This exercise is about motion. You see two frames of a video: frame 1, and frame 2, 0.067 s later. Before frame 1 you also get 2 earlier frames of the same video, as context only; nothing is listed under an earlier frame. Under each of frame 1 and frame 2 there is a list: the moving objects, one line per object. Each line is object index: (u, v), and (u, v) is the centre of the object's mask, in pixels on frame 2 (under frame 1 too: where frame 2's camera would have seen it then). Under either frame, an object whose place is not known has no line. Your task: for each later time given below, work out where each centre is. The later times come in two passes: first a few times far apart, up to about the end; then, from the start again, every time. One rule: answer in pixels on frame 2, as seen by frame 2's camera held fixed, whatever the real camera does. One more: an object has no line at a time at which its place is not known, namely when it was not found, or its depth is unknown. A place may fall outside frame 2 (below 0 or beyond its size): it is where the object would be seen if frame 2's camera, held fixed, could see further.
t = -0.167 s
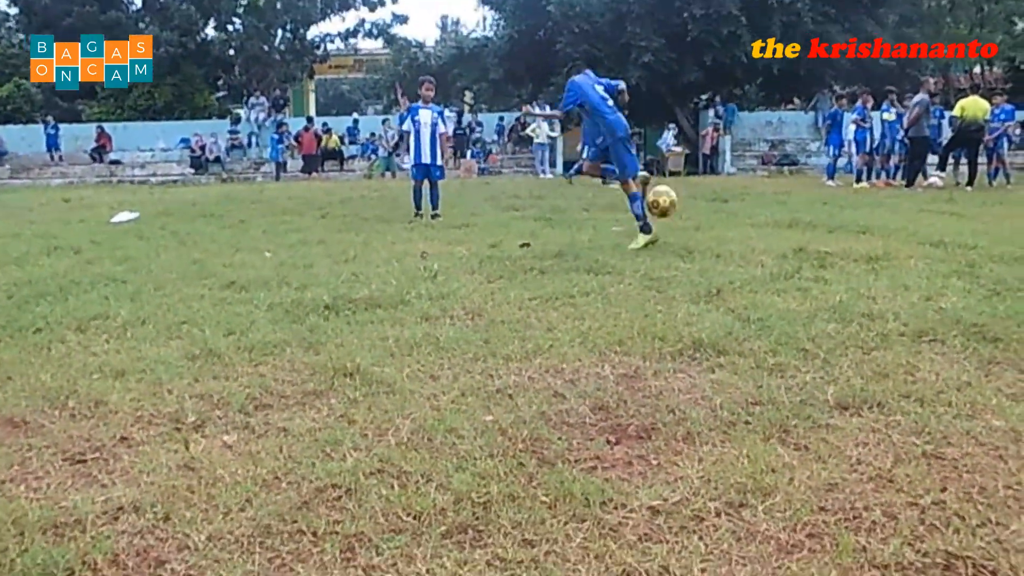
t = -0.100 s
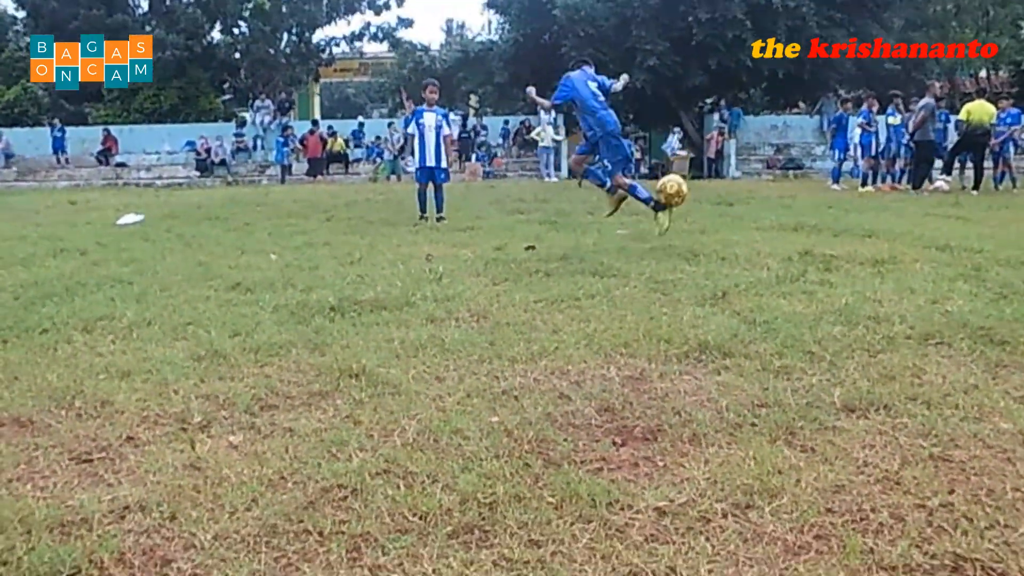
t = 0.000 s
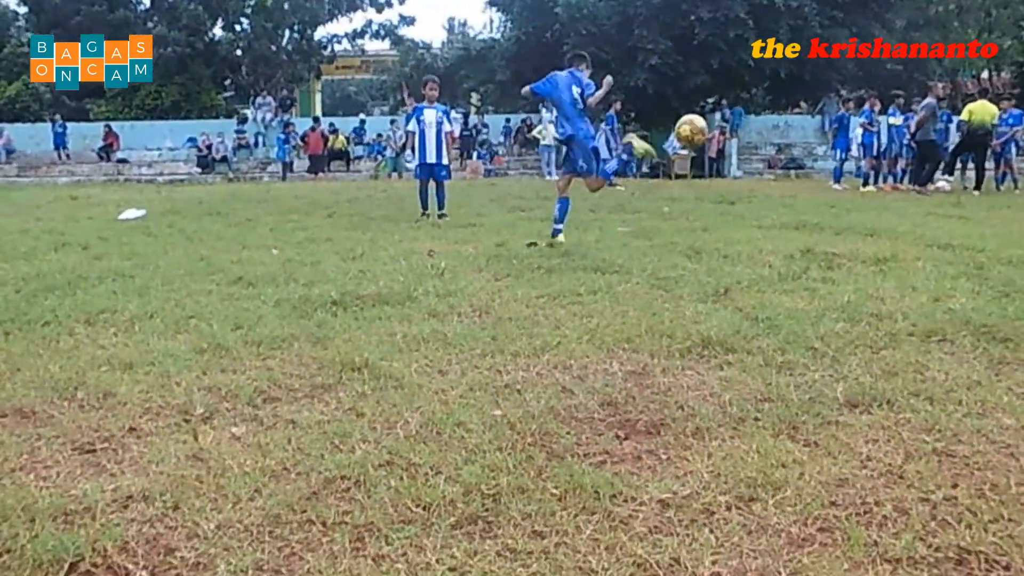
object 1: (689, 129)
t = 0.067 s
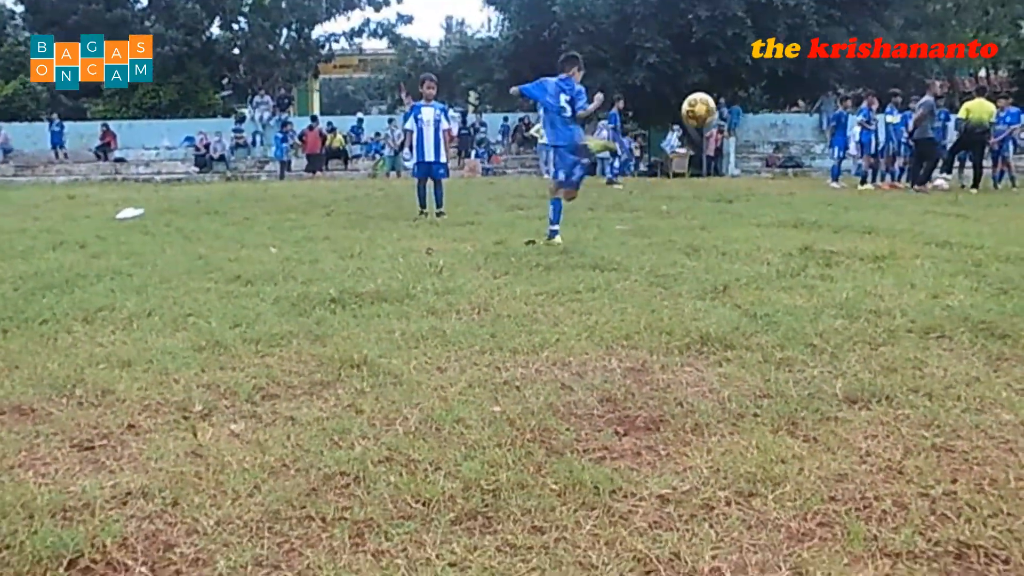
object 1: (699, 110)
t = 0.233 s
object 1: (722, 89)
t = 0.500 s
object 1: (763, 160)
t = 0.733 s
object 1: (801, 226)
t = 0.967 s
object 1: (850, 199)
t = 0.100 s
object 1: (703, 102)
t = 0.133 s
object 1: (708, 96)
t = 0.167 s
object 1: (713, 92)
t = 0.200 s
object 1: (718, 90)
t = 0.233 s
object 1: (722, 89)
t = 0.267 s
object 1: (728, 91)
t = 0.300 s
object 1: (733, 94)
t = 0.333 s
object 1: (738, 100)
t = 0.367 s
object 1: (743, 108)
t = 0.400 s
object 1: (748, 117)
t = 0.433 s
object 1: (753, 129)
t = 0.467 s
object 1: (759, 144)
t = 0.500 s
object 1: (763, 160)
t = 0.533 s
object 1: (768, 180)
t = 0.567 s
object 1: (772, 202)
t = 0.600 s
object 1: (777, 226)
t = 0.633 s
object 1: (782, 251)
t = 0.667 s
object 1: (788, 251)
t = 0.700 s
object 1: (794, 238)
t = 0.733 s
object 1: (801, 226)
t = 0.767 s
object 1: (808, 215)
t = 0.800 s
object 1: (815, 206)
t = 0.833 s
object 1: (822, 201)
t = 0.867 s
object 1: (829, 197)
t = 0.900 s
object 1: (836, 195)
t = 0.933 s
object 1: (843, 196)
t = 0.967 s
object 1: (850, 199)
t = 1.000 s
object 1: (857, 204)
